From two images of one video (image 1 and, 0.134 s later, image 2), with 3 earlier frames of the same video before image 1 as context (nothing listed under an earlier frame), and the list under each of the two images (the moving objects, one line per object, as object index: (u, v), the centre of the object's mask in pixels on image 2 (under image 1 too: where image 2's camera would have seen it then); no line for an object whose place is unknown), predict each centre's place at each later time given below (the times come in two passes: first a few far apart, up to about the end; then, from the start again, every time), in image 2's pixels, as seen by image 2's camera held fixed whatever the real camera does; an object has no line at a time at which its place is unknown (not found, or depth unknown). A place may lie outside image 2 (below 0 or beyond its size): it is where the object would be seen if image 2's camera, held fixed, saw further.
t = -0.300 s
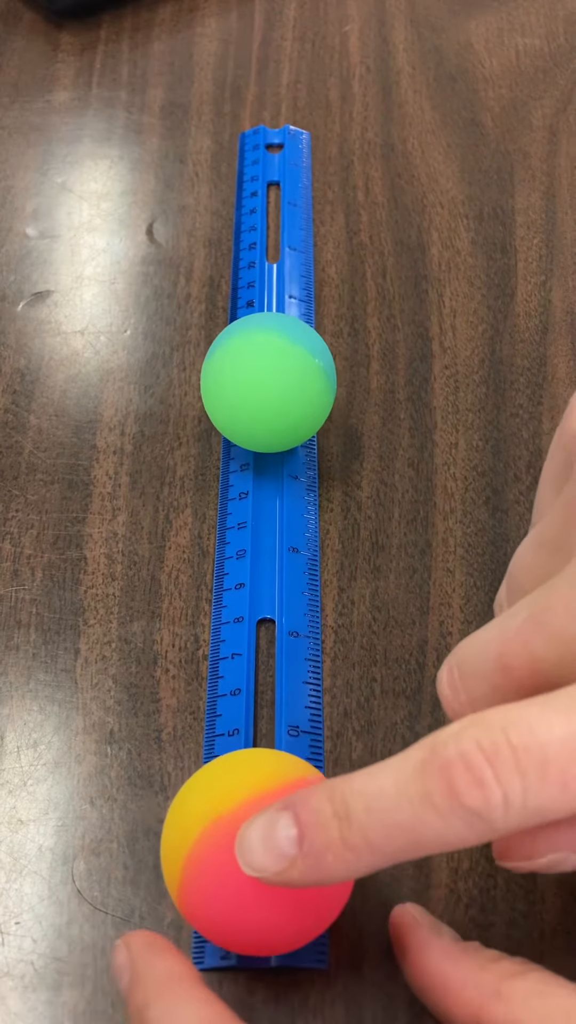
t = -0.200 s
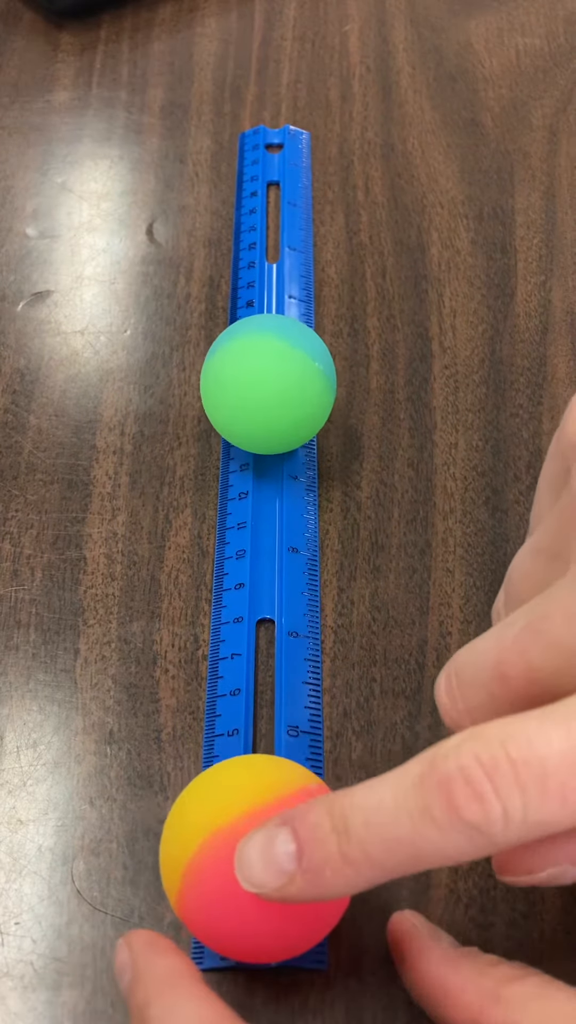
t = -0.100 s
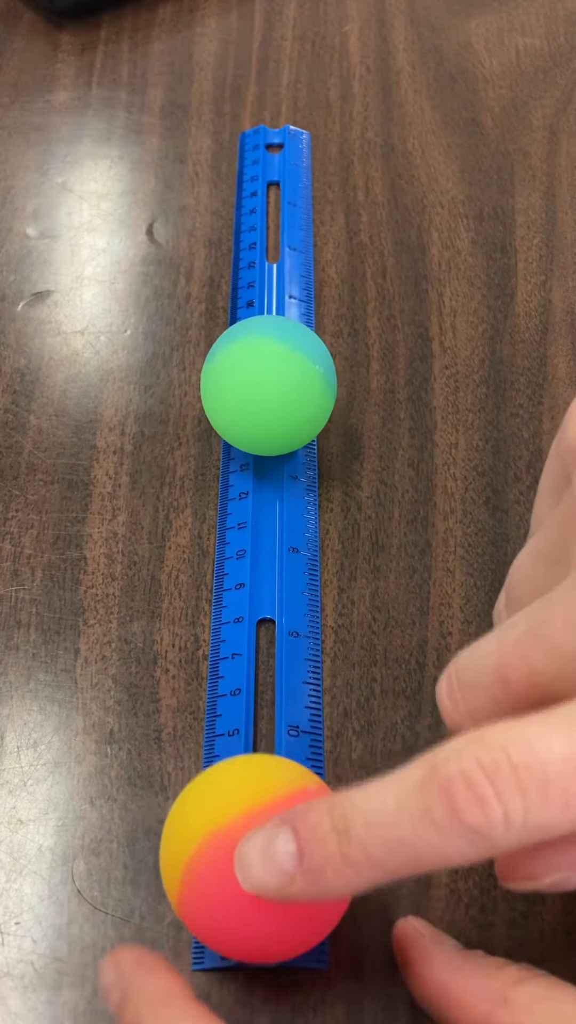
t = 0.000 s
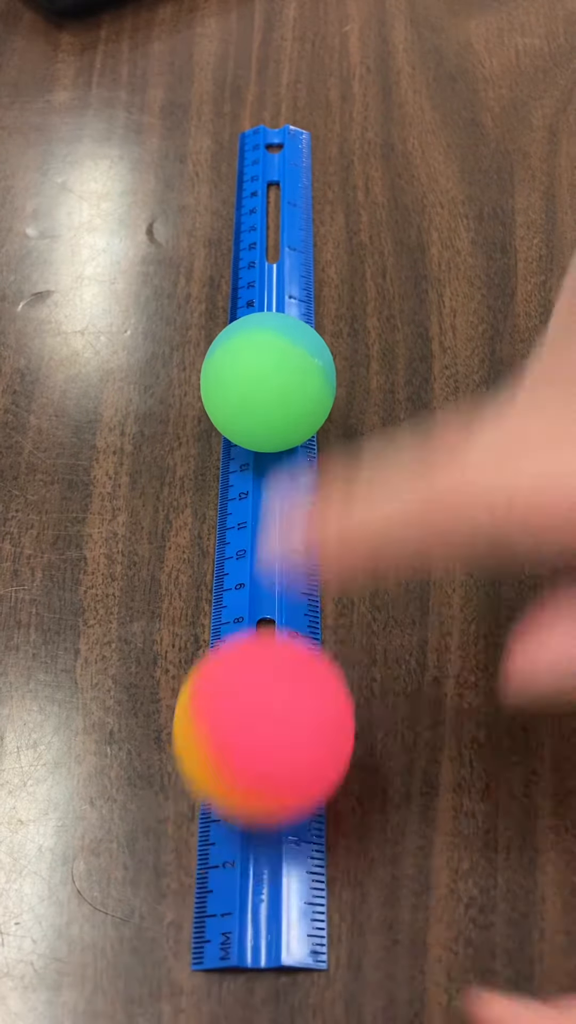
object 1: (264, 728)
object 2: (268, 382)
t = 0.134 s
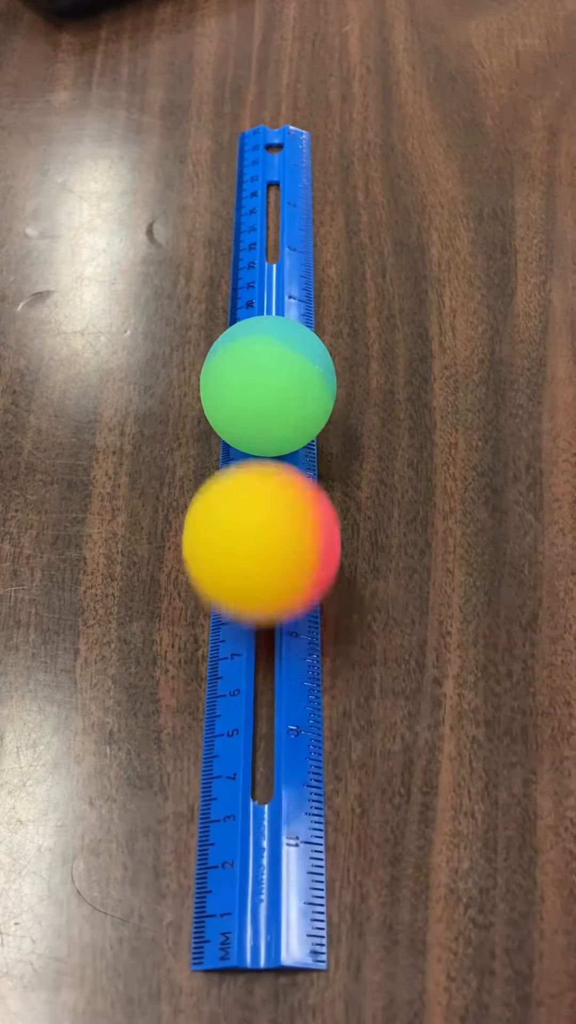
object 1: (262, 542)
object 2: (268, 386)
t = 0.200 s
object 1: (260, 485)
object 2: (269, 363)
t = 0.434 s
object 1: (264, 457)
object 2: (267, 274)
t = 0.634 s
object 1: (267, 419)
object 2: (271, 206)
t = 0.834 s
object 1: (268, 381)
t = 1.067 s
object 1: (269, 356)
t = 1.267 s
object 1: (269, 341)
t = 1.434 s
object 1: (269, 327)
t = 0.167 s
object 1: (262, 503)
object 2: (269, 377)
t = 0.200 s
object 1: (260, 485)
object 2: (269, 363)
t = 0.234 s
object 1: (262, 482)
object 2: (269, 351)
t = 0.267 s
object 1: (264, 479)
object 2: (266, 338)
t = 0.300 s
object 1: (262, 475)
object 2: (267, 324)
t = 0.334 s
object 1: (262, 471)
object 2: (268, 311)
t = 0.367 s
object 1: (264, 467)
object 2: (266, 298)
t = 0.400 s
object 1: (262, 462)
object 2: (268, 286)
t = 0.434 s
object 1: (264, 457)
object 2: (267, 274)
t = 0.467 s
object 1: (263, 452)
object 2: (267, 262)
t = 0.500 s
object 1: (263, 446)
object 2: (270, 250)
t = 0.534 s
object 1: (265, 440)
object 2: (268, 239)
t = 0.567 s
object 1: (265, 434)
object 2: (270, 228)
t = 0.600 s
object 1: (266, 427)
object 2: (273, 216)
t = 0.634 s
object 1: (267, 419)
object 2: (271, 206)
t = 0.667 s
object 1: (268, 412)
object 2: (269, 195)
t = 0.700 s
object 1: (269, 405)
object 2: (272, 185)
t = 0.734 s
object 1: (268, 398)
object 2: (273, 175)
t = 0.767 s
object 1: (268, 392)
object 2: (271, 166)
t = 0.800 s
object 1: (268, 386)
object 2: (271, 158)
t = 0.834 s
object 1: (268, 381)
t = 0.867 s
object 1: (268, 376)
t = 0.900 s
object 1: (269, 372)
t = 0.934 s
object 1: (269, 369)
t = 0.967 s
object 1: (269, 366)
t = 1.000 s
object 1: (269, 362)
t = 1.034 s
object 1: (269, 359)
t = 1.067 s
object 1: (269, 356)
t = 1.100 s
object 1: (269, 354)
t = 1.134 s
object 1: (270, 351)
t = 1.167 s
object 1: (269, 348)
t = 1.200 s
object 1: (270, 346)
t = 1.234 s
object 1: (269, 343)
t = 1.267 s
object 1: (269, 341)
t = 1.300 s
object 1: (269, 338)
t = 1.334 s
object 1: (270, 335)
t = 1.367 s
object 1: (269, 332)
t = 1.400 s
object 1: (269, 329)
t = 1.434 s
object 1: (269, 327)
